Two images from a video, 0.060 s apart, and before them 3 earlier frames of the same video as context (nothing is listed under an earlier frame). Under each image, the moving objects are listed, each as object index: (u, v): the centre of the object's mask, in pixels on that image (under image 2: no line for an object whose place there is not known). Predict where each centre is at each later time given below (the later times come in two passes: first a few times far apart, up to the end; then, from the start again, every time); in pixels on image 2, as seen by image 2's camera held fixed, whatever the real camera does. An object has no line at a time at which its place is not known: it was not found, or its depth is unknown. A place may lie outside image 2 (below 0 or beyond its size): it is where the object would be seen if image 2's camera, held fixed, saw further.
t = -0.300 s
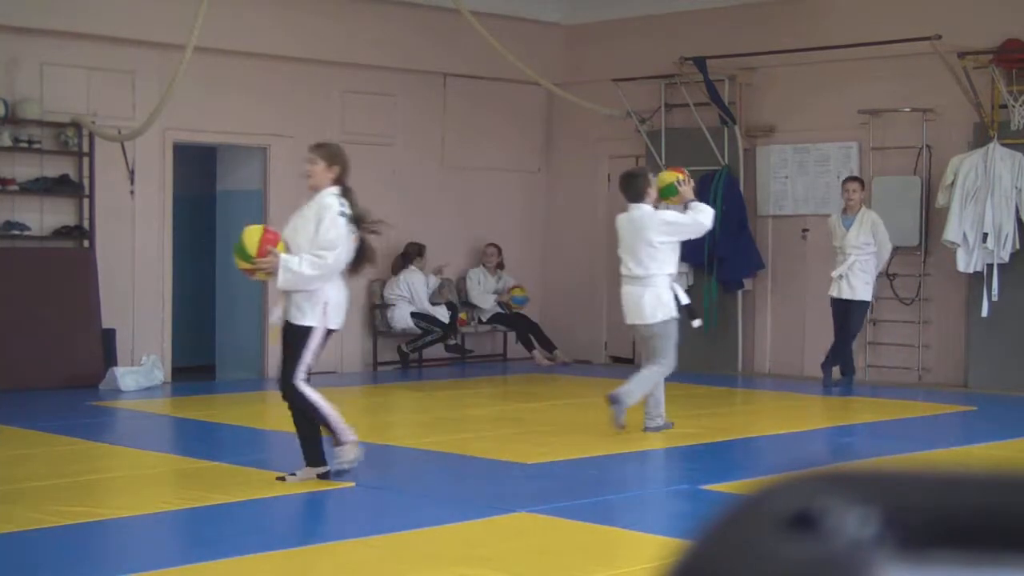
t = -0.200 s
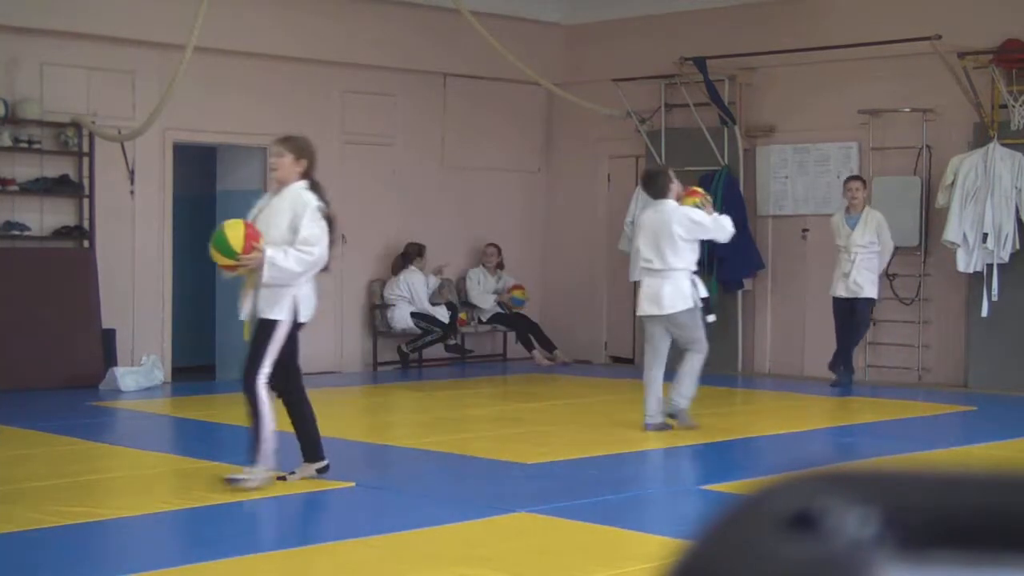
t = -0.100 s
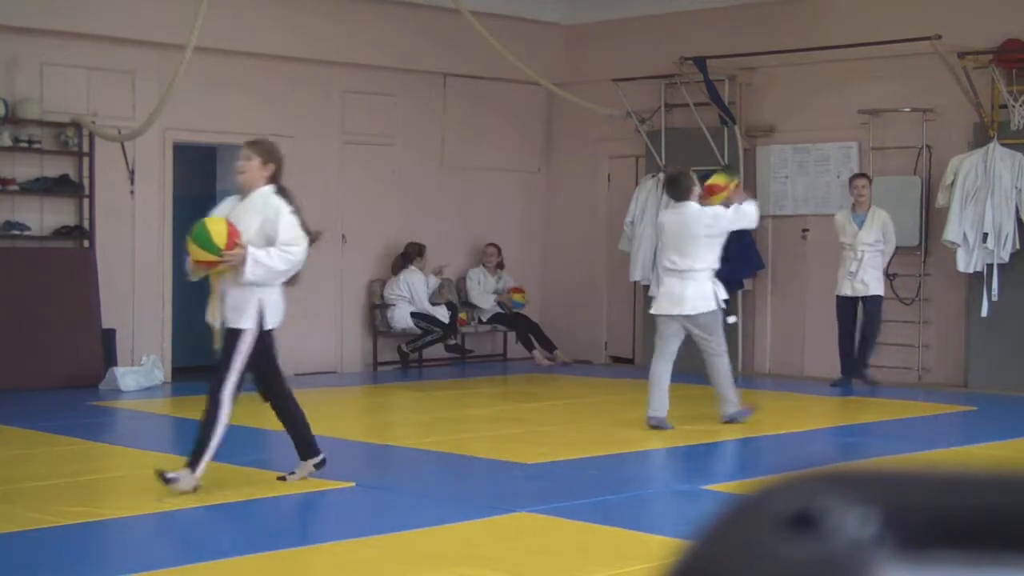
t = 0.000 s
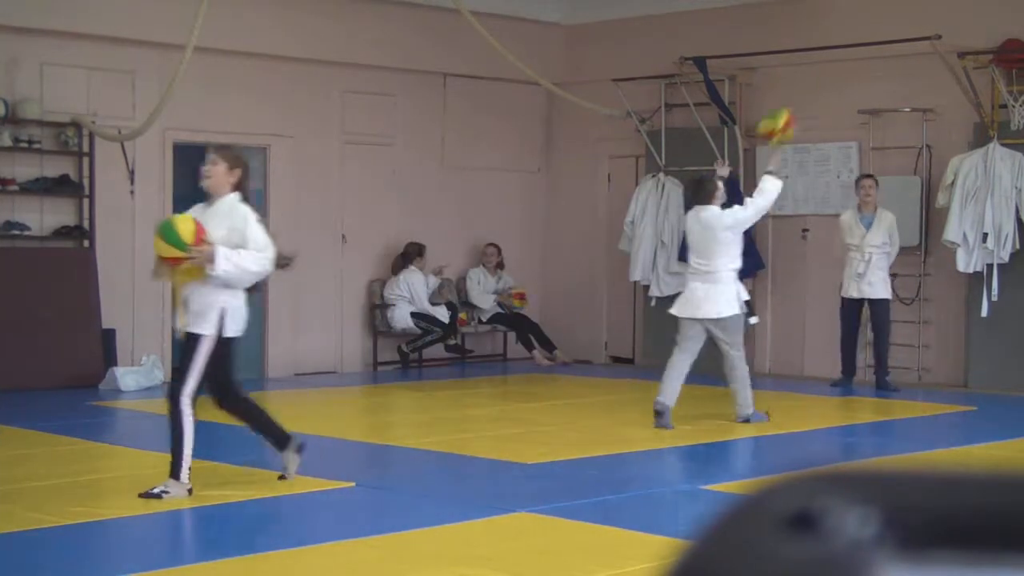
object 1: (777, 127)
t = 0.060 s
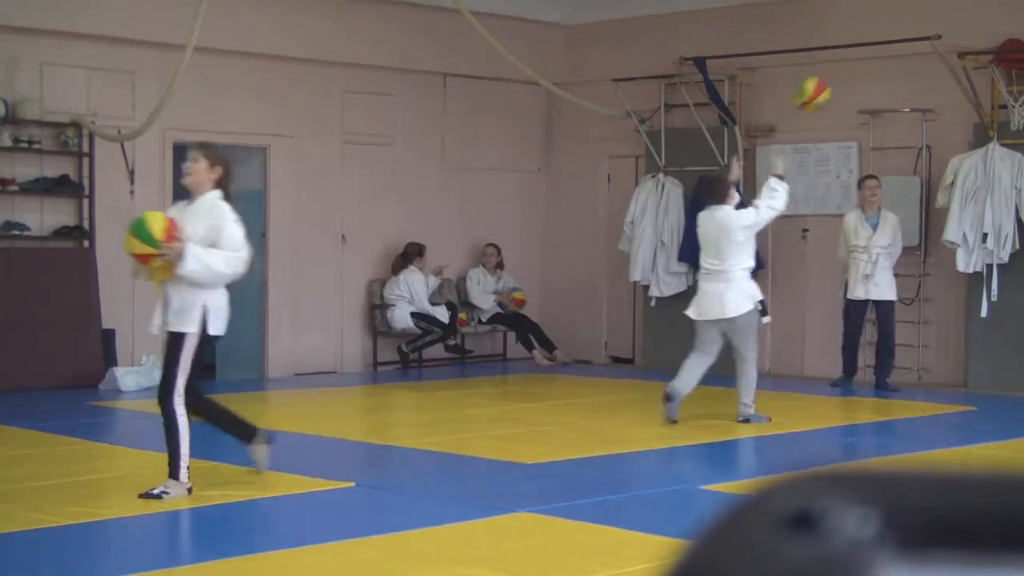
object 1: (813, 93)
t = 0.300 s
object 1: (927, 35)
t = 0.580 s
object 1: (969, 52)
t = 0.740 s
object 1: (918, 90)
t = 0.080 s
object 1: (824, 83)
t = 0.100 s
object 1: (834, 75)
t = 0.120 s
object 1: (845, 68)
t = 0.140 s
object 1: (855, 61)
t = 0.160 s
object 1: (865, 54)
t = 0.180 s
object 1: (875, 49)
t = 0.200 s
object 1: (884, 45)
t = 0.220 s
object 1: (892, 41)
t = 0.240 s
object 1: (901, 39)
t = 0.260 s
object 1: (910, 37)
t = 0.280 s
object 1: (917, 36)
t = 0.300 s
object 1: (927, 35)
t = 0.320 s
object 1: (937, 34)
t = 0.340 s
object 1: (945, 34)
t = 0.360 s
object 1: (953, 34)
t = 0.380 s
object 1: (960, 36)
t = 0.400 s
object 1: (969, 37)
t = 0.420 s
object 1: (979, 39)
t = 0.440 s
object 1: (985, 42)
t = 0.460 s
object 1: (992, 47)
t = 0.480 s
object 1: (994, 49)
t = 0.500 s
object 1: (990, 49)
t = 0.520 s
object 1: (985, 49)
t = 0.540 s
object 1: (981, 49)
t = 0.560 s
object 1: (974, 50)
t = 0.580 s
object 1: (969, 52)
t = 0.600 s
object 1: (962, 55)
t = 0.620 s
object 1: (958, 58)
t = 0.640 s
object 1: (950, 63)
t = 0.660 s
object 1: (944, 66)
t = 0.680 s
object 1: (938, 72)
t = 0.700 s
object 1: (931, 78)
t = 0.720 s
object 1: (925, 83)
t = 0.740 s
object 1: (918, 90)
